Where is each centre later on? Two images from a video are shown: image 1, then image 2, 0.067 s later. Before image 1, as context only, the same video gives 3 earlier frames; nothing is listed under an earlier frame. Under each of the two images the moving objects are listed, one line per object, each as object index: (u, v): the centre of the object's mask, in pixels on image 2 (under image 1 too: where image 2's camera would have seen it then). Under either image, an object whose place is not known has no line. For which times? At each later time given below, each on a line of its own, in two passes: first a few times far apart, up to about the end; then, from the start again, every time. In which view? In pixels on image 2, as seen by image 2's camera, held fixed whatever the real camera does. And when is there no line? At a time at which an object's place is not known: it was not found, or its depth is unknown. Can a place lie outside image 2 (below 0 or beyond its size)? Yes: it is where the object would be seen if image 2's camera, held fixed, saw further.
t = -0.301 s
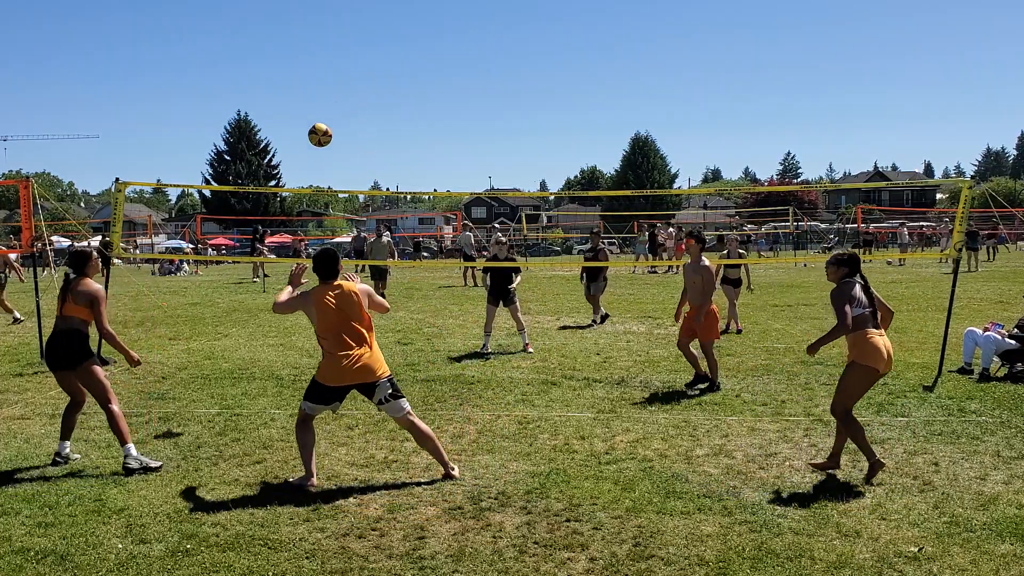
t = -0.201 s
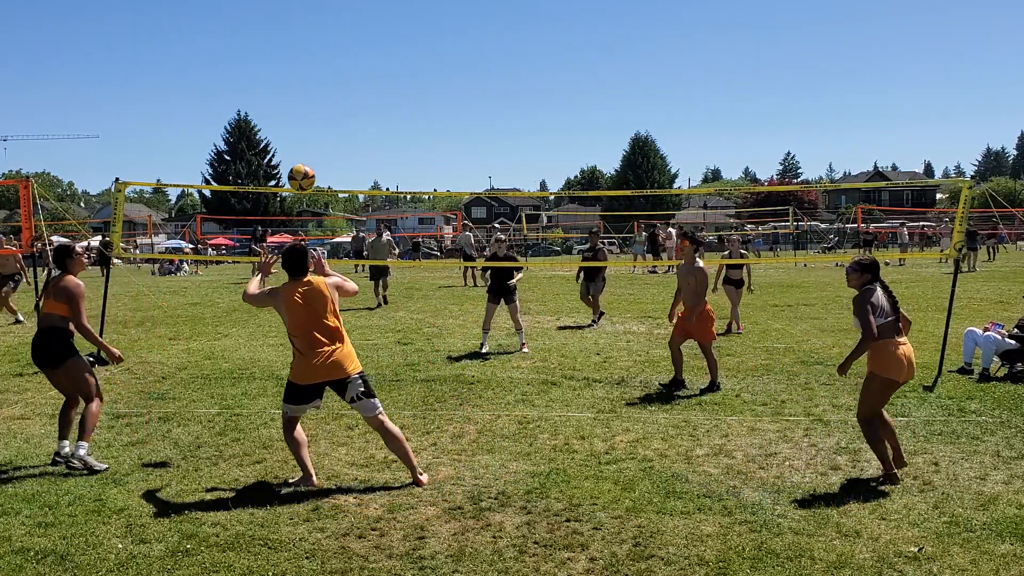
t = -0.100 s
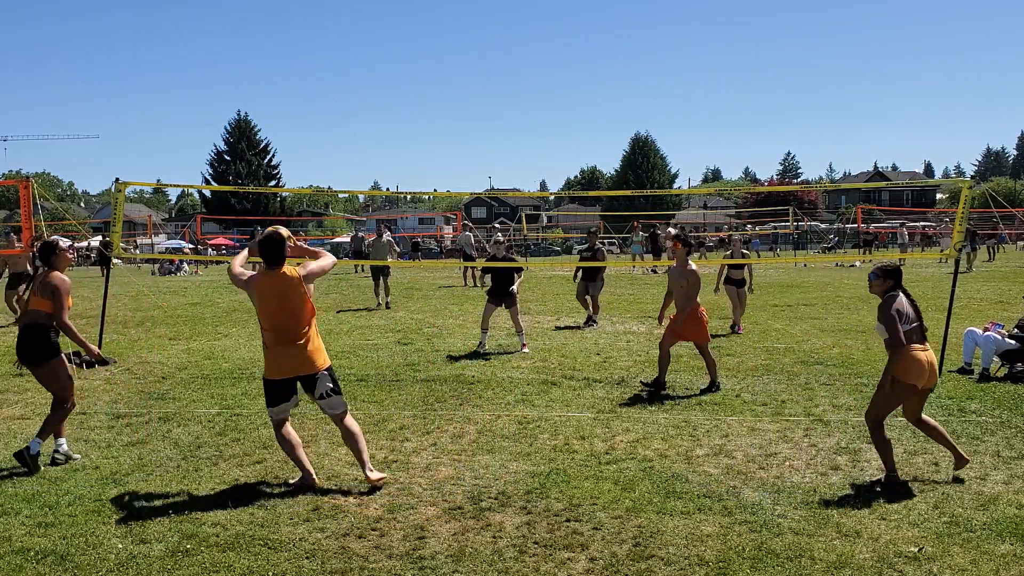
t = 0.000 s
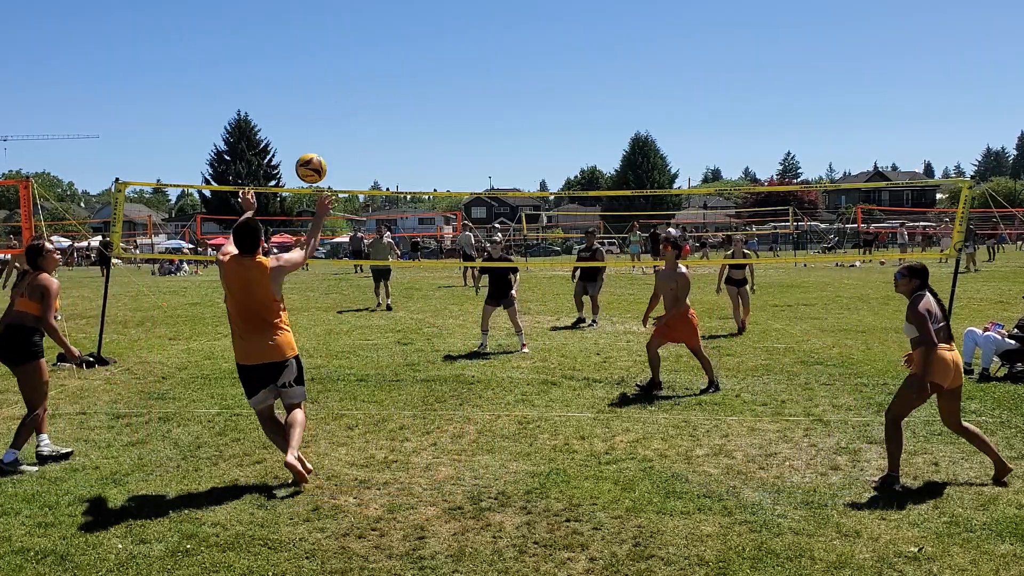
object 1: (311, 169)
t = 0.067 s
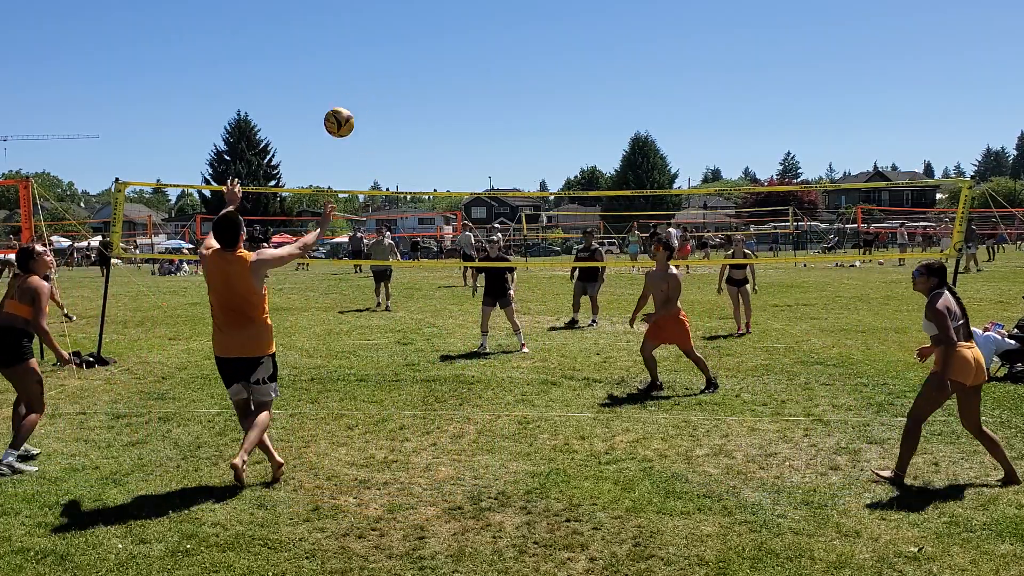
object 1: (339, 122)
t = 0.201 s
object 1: (392, 55)
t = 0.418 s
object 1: (466, 8)
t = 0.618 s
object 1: (526, 13)
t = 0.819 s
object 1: (578, 62)
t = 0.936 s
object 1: (604, 107)
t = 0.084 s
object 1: (346, 112)
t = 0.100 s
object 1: (353, 103)
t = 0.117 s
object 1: (359, 94)
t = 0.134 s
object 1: (366, 85)
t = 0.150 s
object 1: (373, 76)
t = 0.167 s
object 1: (379, 69)
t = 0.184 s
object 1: (385, 61)
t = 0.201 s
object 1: (392, 55)
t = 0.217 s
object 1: (398, 48)
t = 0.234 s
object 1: (404, 42)
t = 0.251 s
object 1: (410, 37)
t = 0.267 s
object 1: (416, 32)
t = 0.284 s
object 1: (422, 27)
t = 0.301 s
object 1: (428, 23)
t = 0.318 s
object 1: (434, 19)
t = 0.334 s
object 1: (439, 16)
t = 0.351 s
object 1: (445, 13)
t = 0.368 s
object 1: (450, 12)
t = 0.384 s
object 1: (456, 10)
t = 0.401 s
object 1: (461, 9)
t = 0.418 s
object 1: (466, 8)
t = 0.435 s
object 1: (472, 8)
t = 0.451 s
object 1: (477, 7)
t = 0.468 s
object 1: (482, 7)
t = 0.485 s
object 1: (487, 7)
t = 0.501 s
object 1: (492, 7)
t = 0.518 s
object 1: (497, 7)
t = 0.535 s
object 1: (502, 8)
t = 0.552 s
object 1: (507, 8)
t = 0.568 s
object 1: (512, 9)
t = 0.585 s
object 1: (516, 10)
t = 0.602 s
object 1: (521, 11)
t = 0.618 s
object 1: (526, 13)
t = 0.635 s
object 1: (531, 15)
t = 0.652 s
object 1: (535, 18)
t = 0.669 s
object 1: (540, 21)
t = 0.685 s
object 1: (544, 25)
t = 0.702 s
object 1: (548, 29)
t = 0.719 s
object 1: (553, 33)
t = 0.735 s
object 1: (557, 37)
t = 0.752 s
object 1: (561, 42)
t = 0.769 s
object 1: (566, 47)
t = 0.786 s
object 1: (570, 52)
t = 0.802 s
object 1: (574, 57)
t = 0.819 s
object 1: (578, 62)
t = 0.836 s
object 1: (582, 68)
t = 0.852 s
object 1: (585, 74)
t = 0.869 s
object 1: (589, 80)
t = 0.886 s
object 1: (593, 87)
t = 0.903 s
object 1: (597, 93)
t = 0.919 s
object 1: (601, 100)
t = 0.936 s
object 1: (604, 107)
